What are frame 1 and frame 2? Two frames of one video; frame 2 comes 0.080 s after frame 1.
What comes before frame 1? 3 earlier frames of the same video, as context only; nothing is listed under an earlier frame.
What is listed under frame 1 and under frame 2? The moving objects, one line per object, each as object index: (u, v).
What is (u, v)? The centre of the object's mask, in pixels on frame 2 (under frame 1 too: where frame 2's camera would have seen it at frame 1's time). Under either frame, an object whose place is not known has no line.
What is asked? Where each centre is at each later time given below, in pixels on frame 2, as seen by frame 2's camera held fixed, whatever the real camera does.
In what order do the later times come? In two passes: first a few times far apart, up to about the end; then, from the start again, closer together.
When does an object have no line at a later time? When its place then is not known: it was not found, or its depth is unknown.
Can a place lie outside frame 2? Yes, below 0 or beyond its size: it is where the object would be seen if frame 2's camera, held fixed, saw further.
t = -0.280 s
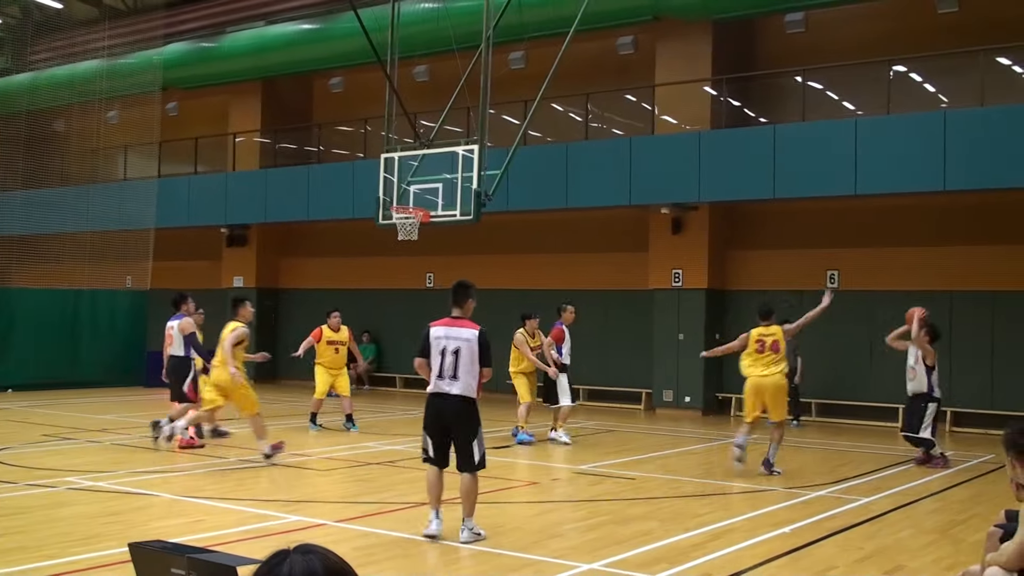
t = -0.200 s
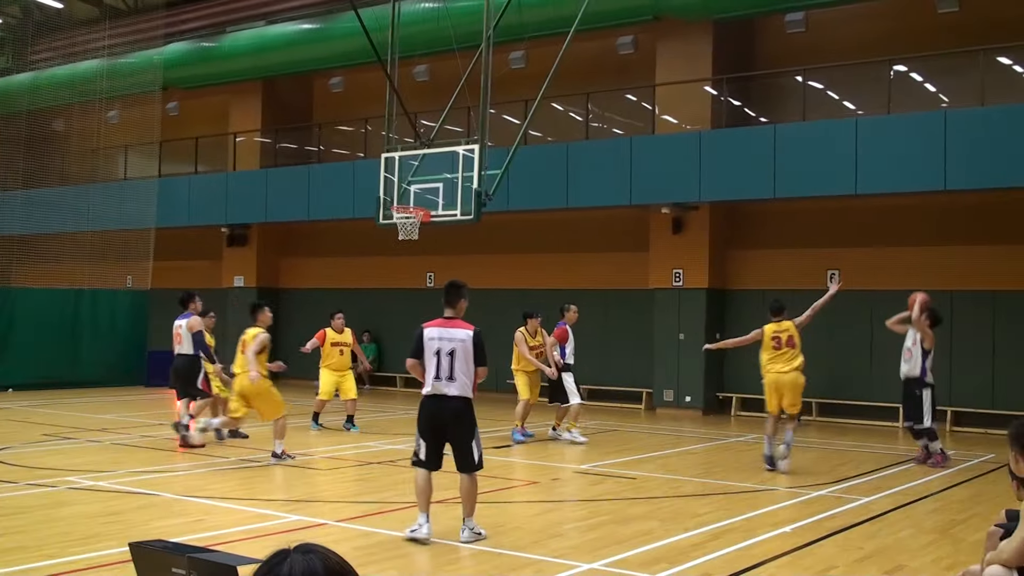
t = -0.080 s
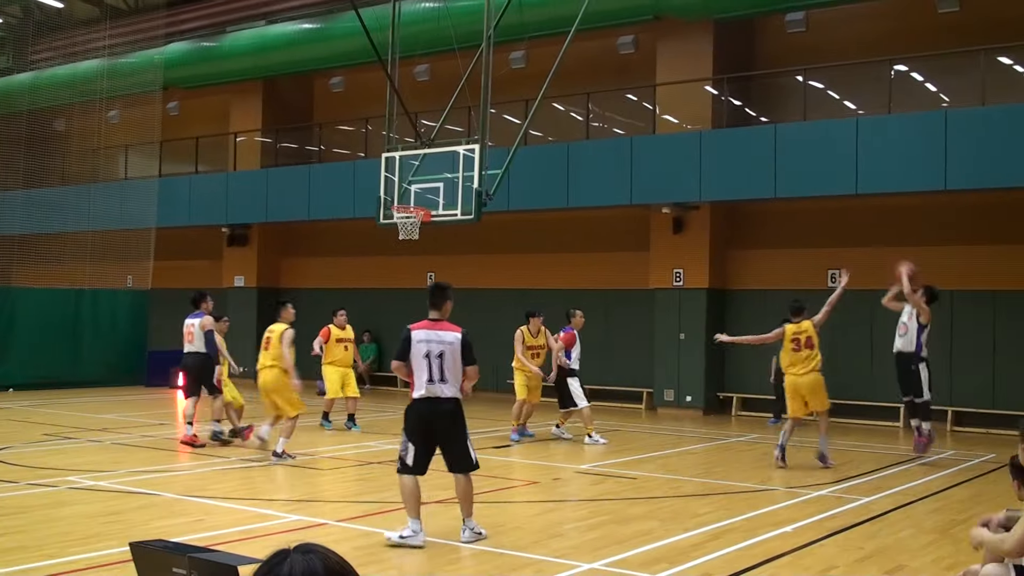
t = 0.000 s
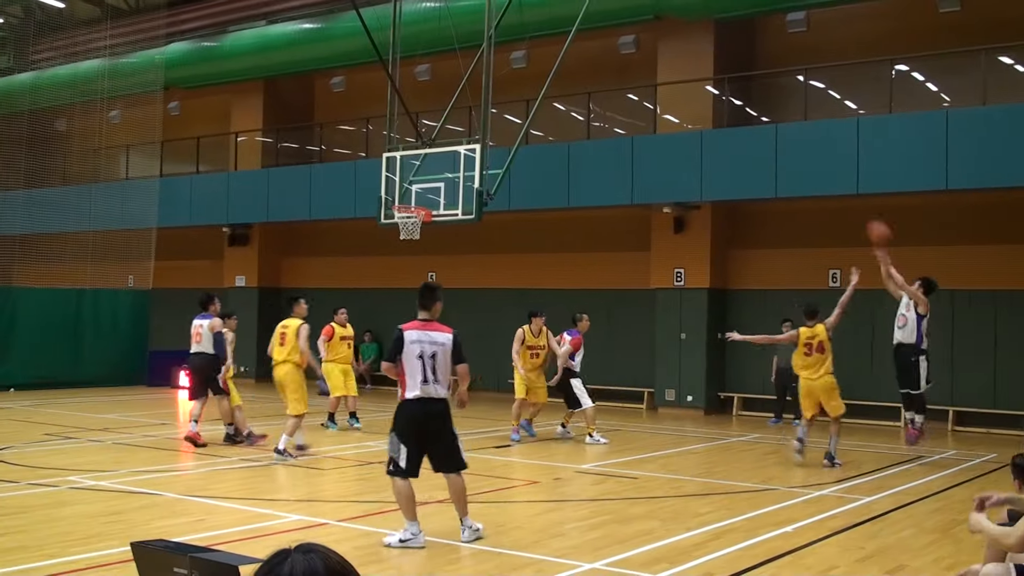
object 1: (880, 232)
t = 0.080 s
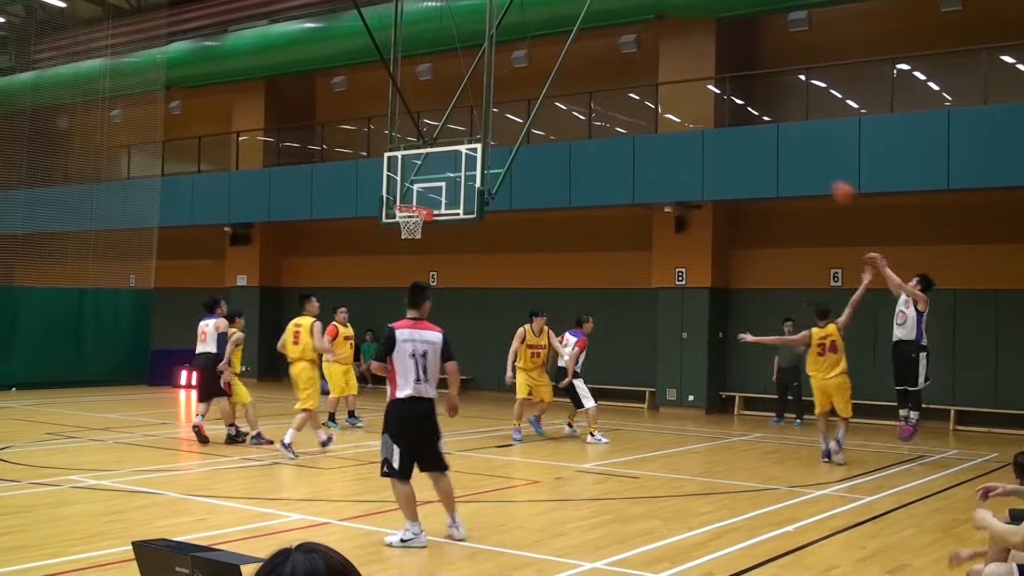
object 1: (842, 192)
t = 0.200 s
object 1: (789, 144)
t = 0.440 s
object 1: (688, 86)
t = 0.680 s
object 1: (597, 76)
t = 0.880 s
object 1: (527, 99)
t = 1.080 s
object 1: (461, 148)
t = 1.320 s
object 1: (397, 190)
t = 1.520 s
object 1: (359, 173)
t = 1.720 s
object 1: (315, 185)
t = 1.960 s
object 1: (255, 245)
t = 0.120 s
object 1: (824, 174)
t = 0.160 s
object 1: (806, 158)
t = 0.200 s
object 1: (789, 144)
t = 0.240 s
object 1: (771, 130)
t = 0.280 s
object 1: (753, 120)
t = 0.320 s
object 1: (736, 111)
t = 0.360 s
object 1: (721, 101)
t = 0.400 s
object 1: (703, 93)
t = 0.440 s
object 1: (688, 86)
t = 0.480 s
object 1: (671, 81)
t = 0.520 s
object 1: (656, 78)
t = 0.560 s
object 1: (641, 76)
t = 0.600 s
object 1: (626, 75)
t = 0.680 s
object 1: (597, 76)
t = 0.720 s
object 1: (582, 79)
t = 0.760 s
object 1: (568, 83)
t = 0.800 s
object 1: (555, 87)
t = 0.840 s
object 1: (539, 93)
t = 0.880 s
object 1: (527, 99)
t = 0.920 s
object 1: (513, 106)
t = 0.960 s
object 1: (499, 115)
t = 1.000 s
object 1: (487, 126)
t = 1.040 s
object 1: (473, 137)
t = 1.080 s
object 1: (461, 148)
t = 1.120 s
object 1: (448, 162)
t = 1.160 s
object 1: (436, 174)
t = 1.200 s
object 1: (422, 191)
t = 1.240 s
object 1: (412, 201)
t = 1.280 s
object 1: (405, 197)
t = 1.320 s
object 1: (397, 190)
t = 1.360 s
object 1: (390, 185)
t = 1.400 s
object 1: (383, 180)
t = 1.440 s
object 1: (374, 177)
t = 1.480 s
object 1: (367, 174)
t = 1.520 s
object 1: (359, 173)
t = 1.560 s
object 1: (350, 173)
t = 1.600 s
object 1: (342, 174)
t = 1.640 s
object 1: (333, 176)
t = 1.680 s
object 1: (324, 180)
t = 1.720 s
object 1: (315, 185)
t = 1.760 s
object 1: (305, 192)
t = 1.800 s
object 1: (296, 199)
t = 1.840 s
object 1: (286, 209)
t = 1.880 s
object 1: (275, 220)
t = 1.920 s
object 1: (264, 232)
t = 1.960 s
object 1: (255, 245)
